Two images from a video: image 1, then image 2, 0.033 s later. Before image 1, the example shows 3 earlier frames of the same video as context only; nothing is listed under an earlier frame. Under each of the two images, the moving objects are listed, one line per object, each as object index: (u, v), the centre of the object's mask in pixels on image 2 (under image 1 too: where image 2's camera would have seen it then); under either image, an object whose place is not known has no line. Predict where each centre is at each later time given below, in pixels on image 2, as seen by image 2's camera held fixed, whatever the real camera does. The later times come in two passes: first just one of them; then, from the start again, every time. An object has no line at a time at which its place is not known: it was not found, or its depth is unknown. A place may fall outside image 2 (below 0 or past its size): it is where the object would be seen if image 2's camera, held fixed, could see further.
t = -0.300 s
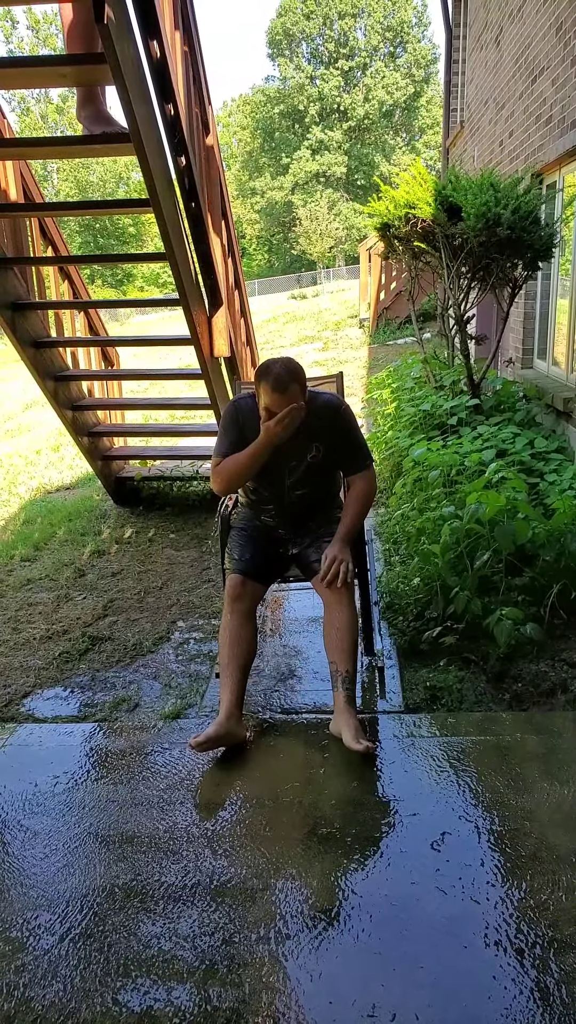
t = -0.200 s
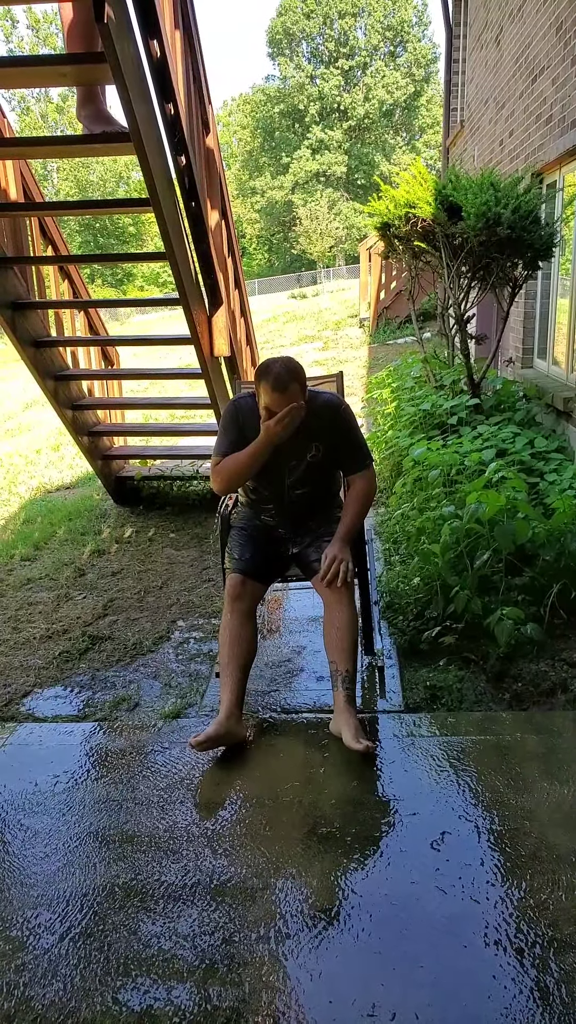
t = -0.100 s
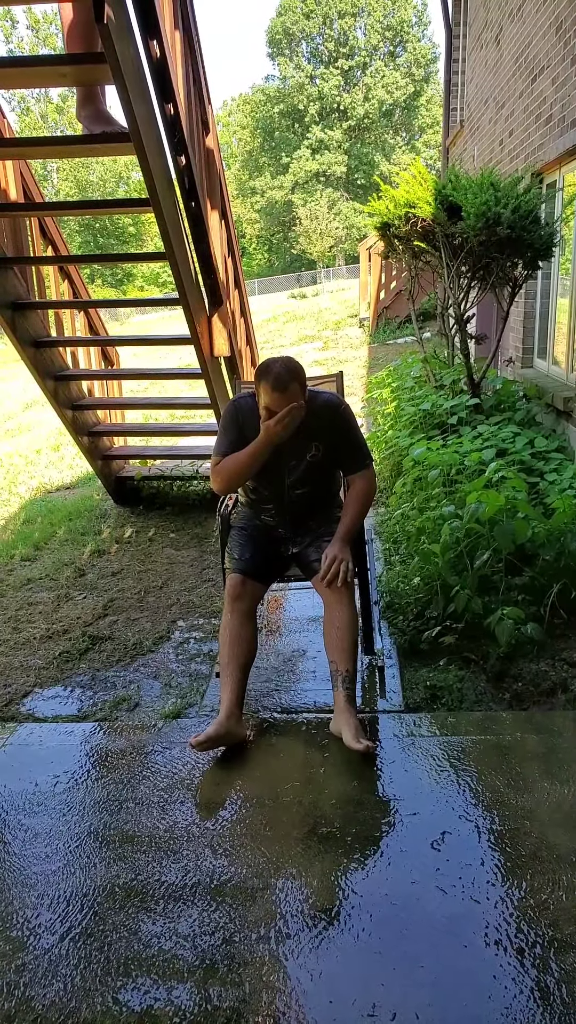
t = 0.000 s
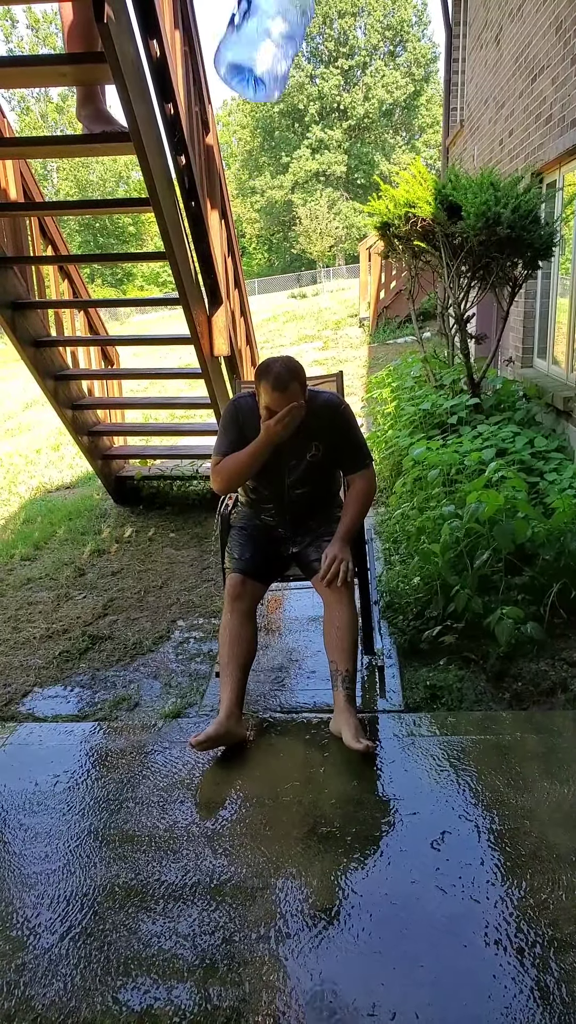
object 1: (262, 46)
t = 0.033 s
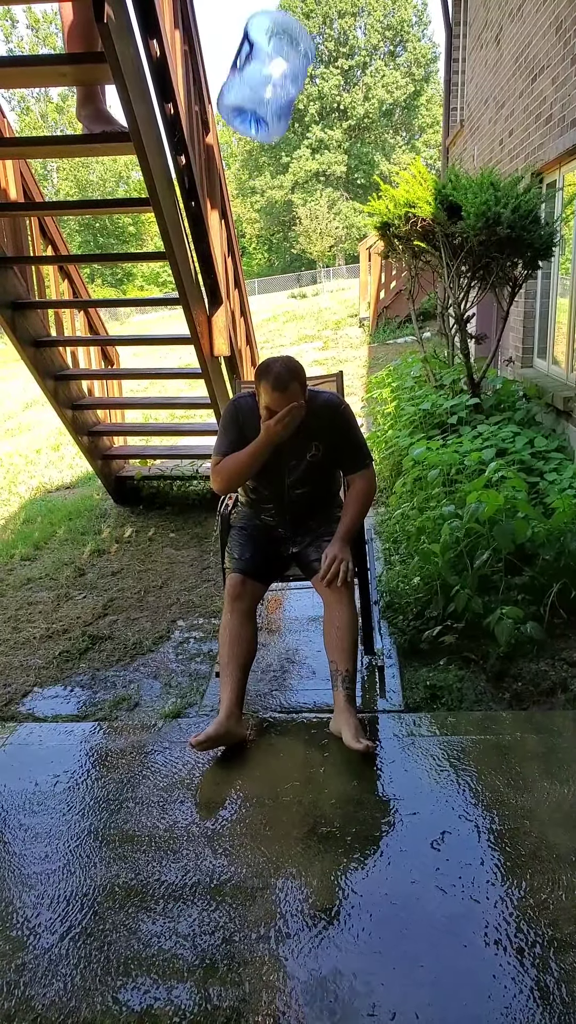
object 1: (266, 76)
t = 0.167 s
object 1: (272, 256)
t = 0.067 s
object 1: (268, 118)
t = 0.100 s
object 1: (270, 163)
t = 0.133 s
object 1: (271, 210)
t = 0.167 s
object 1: (272, 256)
